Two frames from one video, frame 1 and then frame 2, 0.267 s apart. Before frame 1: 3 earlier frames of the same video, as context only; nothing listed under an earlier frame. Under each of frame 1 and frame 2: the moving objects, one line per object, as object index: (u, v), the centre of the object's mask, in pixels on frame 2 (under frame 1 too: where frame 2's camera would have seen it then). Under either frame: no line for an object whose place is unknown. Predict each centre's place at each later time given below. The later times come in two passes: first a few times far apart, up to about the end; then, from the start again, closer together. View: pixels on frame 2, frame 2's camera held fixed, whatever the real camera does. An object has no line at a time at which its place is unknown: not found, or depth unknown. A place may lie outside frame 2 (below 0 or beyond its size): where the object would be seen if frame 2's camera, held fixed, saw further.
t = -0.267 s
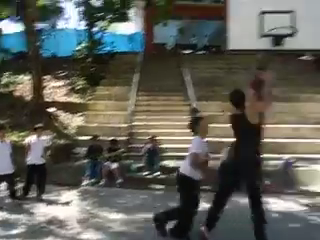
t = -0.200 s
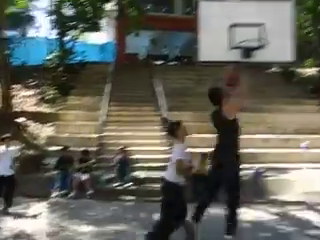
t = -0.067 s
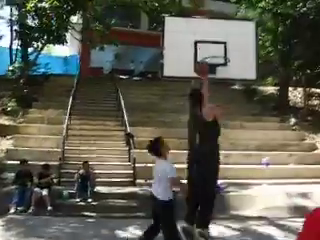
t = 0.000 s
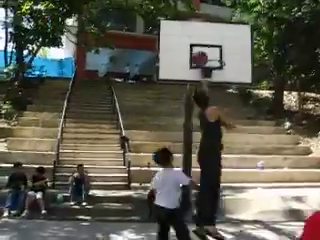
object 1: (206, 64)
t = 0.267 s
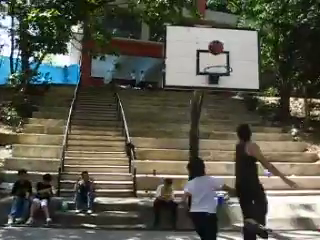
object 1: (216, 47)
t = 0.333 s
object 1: (218, 50)
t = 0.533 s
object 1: (224, 71)
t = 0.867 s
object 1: (234, 151)
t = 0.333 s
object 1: (218, 50)
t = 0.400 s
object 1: (220, 55)
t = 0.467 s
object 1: (221, 62)
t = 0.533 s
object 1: (224, 71)
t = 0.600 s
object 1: (225, 84)
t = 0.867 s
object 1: (234, 151)
